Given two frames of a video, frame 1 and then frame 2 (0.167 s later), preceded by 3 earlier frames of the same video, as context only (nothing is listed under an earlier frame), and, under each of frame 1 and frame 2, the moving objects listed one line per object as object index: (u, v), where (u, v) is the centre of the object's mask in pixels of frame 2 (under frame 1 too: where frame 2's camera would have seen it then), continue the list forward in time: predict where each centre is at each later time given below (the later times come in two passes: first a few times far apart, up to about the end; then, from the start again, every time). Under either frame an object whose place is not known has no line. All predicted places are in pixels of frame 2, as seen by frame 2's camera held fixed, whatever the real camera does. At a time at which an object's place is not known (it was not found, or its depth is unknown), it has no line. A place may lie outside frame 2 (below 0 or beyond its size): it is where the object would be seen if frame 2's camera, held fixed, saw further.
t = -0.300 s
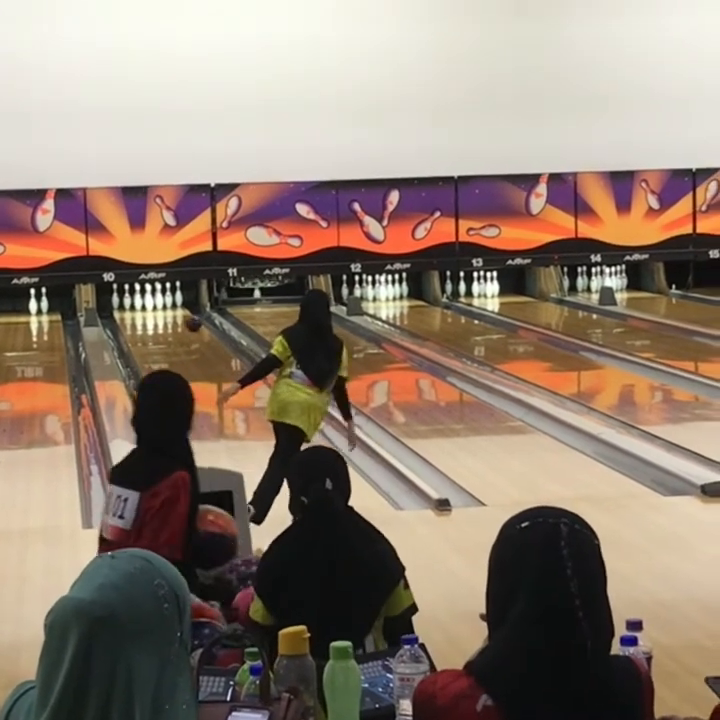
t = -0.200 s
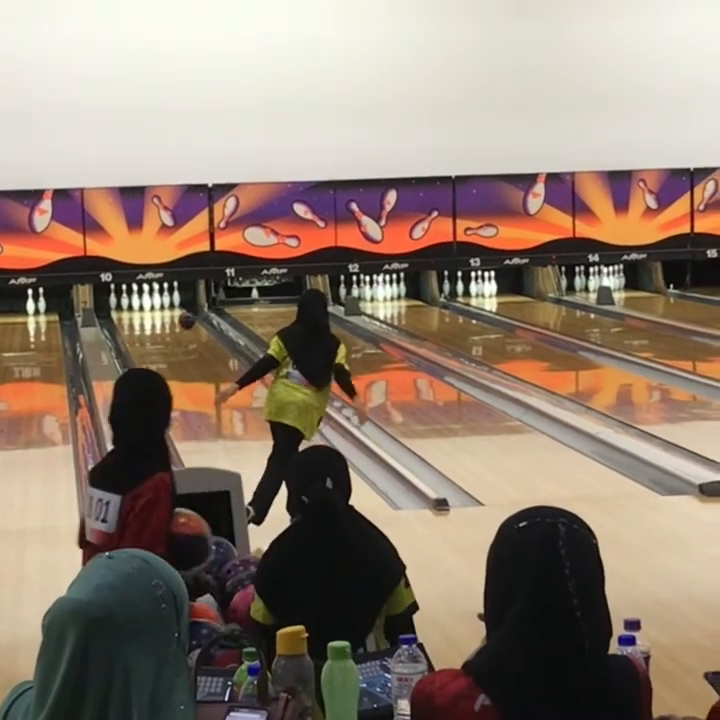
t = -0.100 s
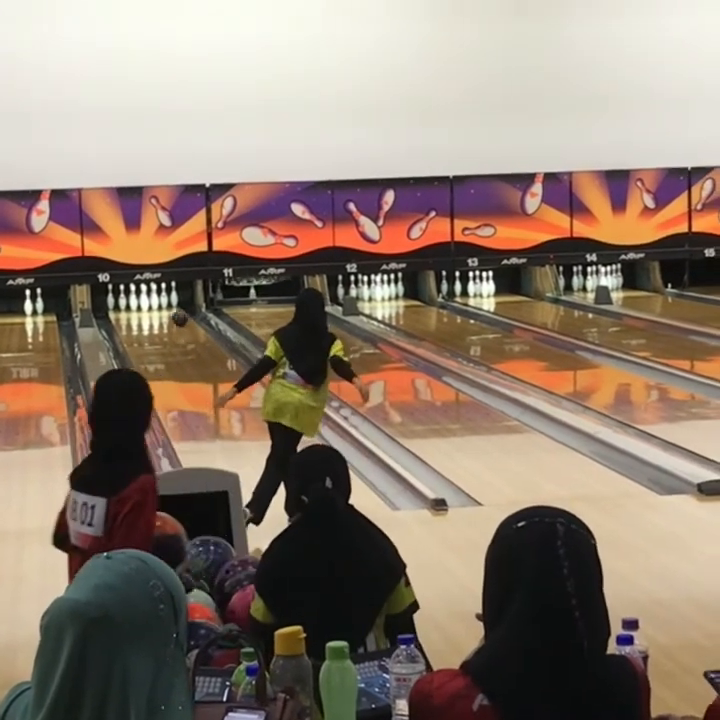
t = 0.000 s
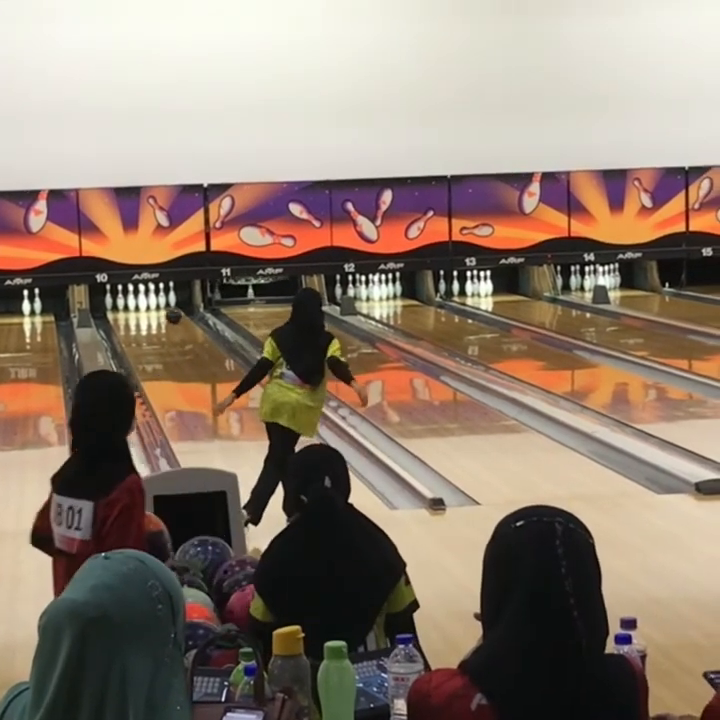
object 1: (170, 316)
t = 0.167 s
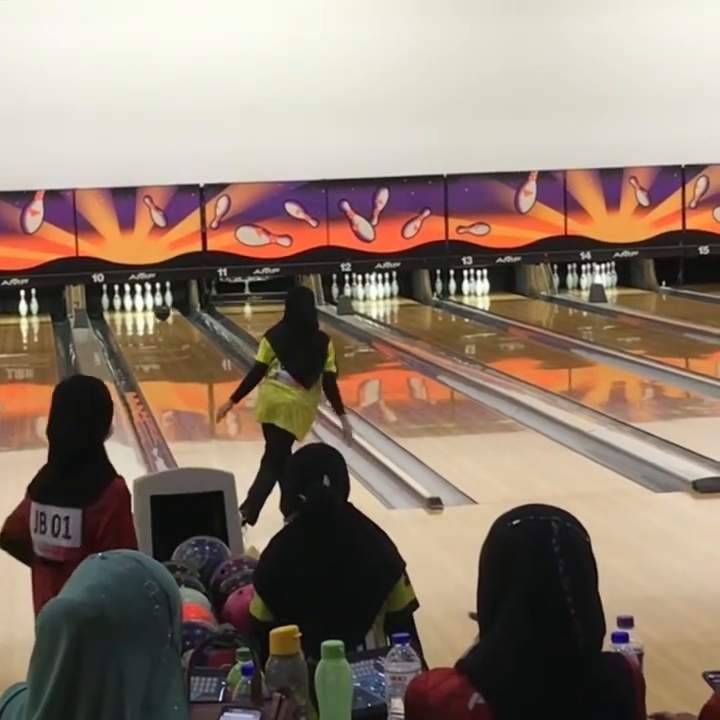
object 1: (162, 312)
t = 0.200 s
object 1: (160, 311)
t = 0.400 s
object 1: (150, 308)
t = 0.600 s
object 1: (144, 304)
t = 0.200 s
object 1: (160, 311)
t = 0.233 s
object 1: (158, 311)
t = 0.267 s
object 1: (157, 310)
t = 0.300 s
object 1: (155, 310)
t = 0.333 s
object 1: (153, 309)
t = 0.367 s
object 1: (151, 308)
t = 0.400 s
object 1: (150, 308)
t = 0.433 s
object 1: (149, 306)
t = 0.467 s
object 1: (148, 305)
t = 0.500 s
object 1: (145, 304)
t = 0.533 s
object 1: (144, 304)
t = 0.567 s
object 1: (144, 304)
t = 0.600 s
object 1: (144, 304)
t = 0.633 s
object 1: (144, 304)
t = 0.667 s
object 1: (144, 304)
